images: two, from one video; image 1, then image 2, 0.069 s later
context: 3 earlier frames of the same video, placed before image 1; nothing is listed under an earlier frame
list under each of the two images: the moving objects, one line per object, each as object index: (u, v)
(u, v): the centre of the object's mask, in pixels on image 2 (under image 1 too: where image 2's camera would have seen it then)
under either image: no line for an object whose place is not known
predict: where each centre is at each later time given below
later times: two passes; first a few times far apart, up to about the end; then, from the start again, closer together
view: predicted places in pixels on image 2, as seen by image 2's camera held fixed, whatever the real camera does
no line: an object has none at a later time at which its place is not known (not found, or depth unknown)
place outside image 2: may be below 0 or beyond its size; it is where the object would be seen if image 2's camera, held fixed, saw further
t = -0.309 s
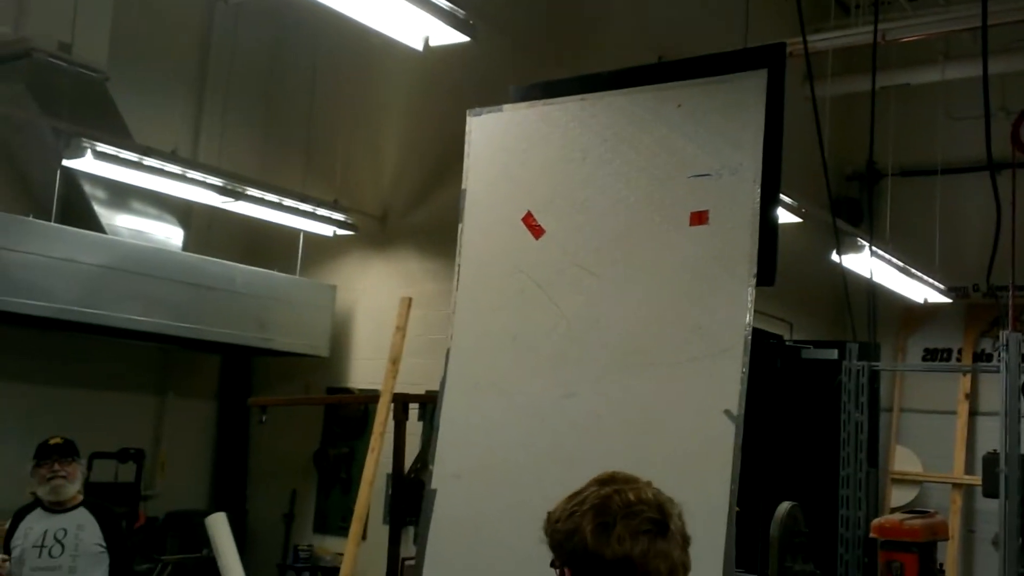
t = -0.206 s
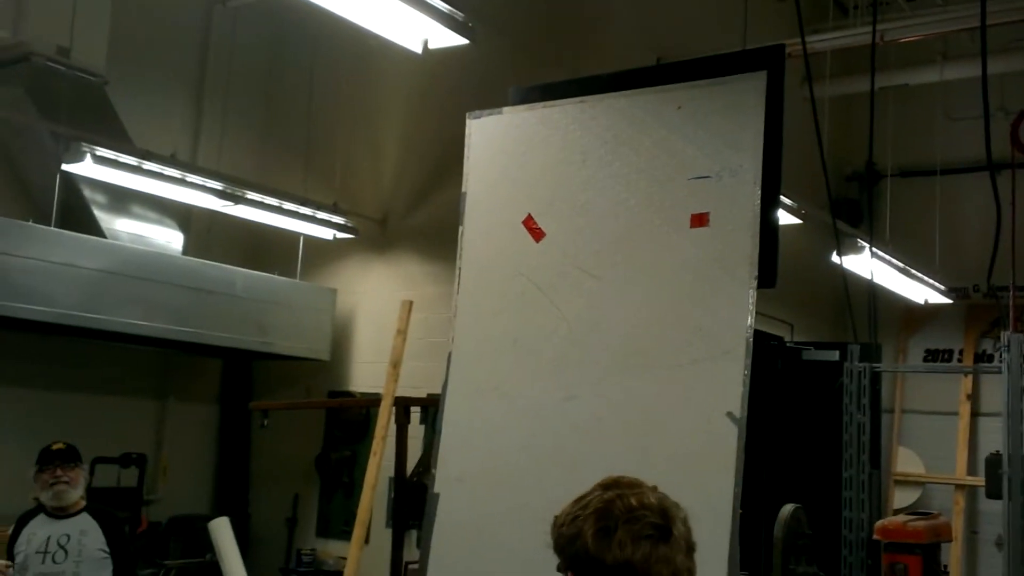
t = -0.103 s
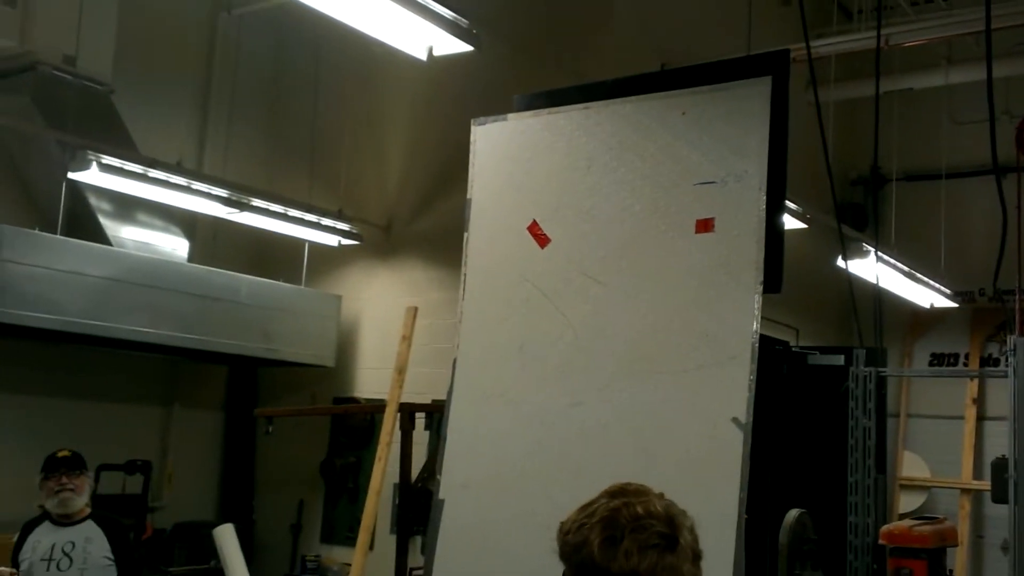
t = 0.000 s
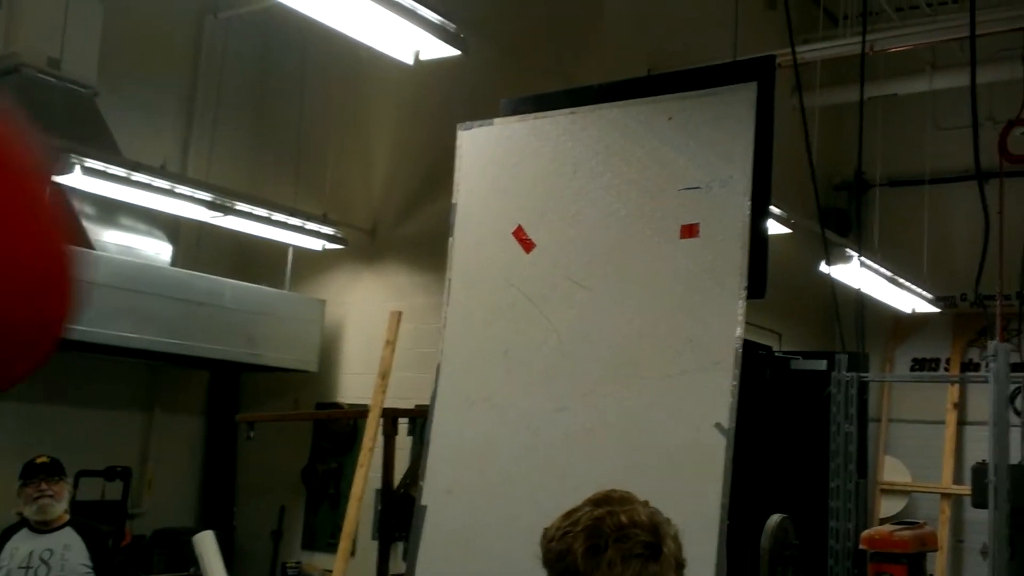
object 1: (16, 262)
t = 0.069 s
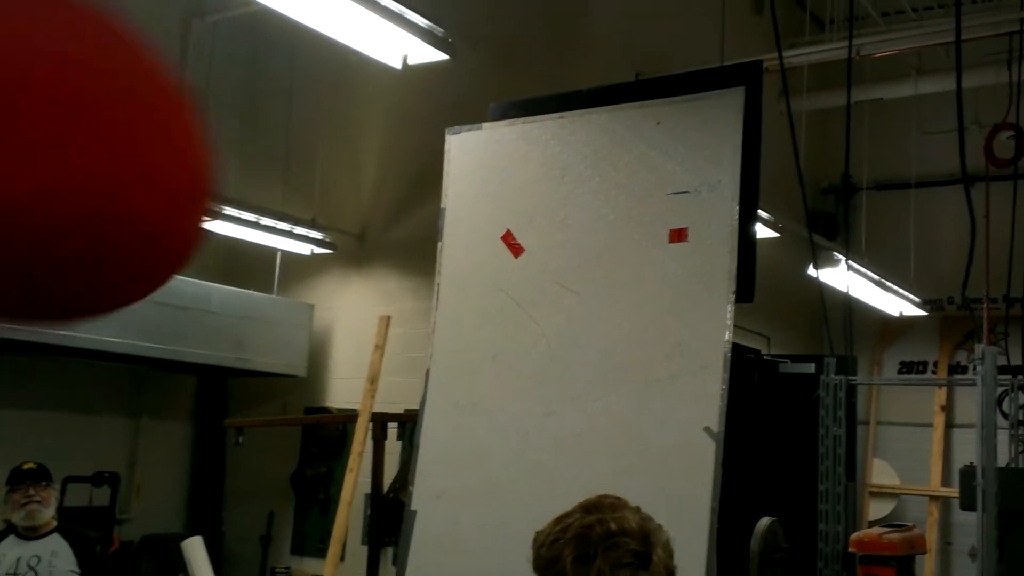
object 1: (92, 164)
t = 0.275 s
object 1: (366, 89)
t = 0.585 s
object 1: (548, 145)
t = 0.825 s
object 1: (381, 236)
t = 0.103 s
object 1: (127, 140)
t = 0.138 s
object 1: (162, 118)
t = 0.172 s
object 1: (220, 105)
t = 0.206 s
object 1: (273, 98)
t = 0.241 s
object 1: (322, 90)
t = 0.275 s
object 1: (366, 89)
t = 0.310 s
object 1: (404, 90)
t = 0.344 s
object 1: (434, 88)
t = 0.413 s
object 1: (495, 97)
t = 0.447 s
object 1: (523, 107)
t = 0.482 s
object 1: (550, 123)
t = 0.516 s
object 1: (574, 143)
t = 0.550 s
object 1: (566, 144)
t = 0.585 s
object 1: (548, 145)
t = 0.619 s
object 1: (528, 149)
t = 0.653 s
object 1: (505, 154)
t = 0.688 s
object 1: (485, 162)
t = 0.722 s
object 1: (460, 178)
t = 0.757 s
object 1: (435, 193)
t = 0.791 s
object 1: (409, 212)
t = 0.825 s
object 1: (381, 236)
